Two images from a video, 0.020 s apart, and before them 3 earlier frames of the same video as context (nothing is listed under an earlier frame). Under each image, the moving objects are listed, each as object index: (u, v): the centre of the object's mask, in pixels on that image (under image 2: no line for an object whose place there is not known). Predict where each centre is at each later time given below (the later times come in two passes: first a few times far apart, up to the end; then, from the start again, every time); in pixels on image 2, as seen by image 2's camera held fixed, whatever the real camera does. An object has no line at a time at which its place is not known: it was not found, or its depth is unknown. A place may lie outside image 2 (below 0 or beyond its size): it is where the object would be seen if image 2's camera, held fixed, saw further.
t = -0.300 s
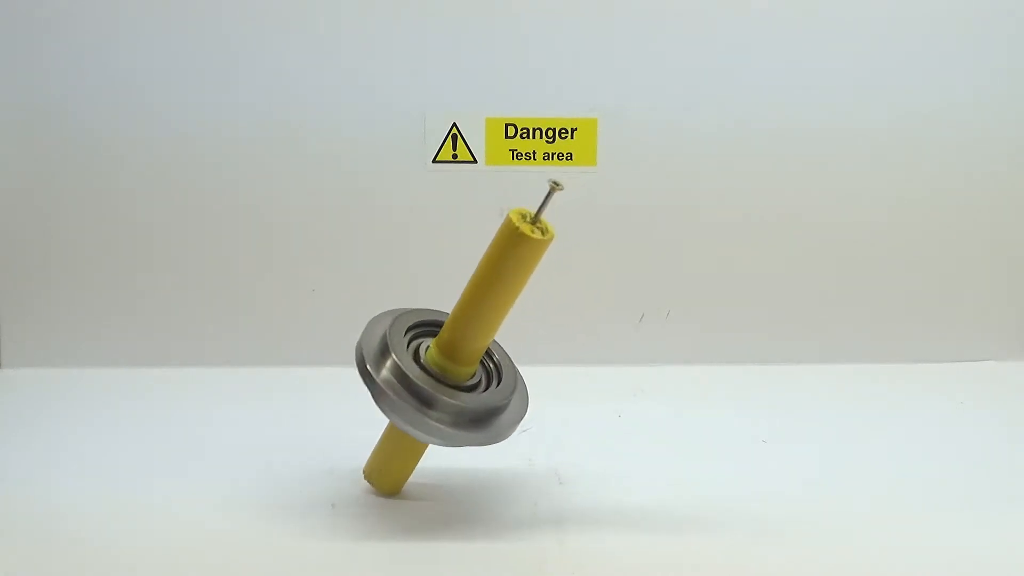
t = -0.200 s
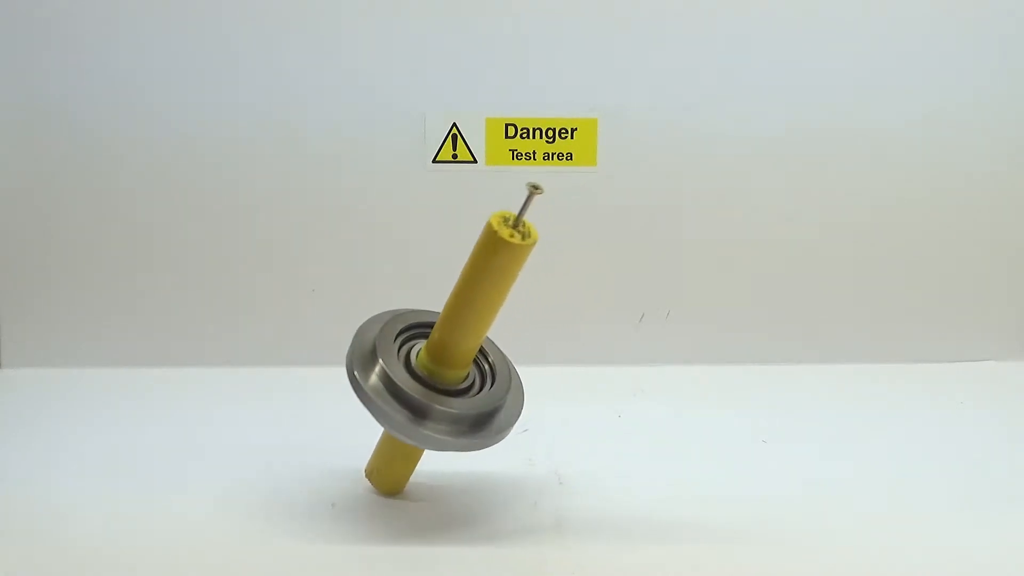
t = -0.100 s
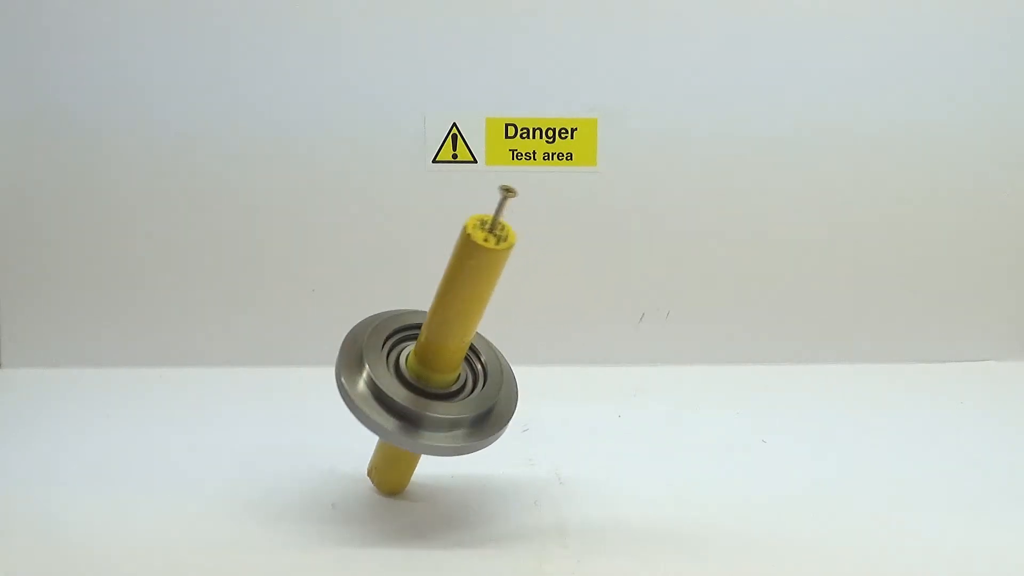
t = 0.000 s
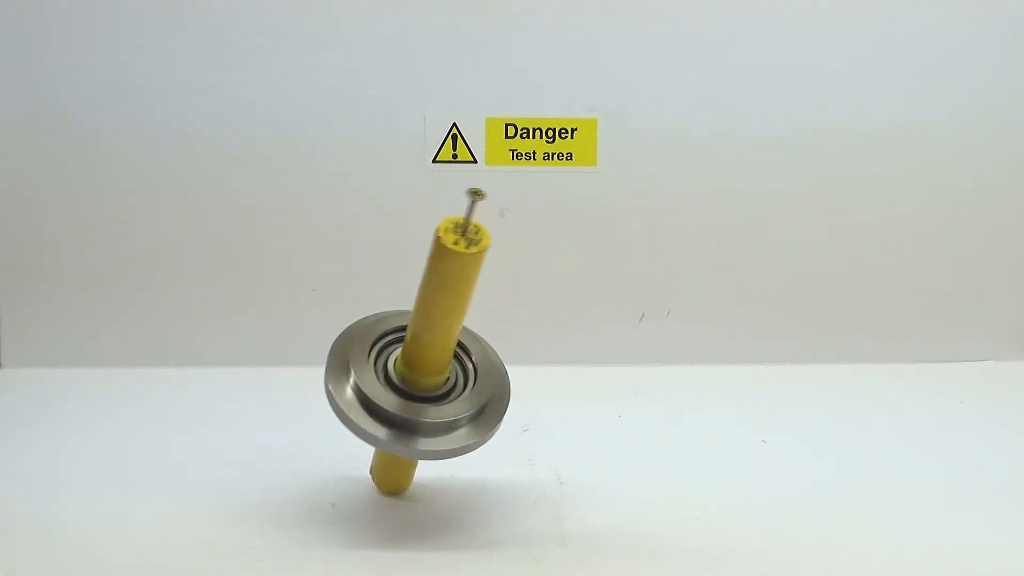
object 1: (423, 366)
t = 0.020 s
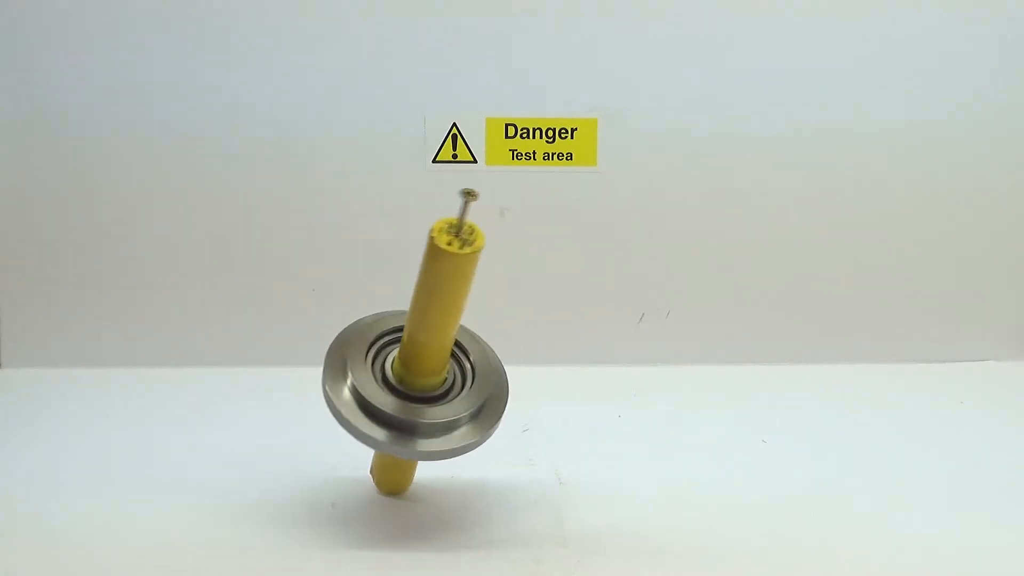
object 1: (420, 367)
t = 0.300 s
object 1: (381, 369)
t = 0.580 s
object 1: (344, 367)
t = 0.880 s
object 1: (317, 361)
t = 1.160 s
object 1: (311, 355)
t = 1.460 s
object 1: (323, 348)
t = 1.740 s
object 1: (347, 345)
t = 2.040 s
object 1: (380, 344)
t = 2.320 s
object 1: (413, 344)
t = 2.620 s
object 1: (447, 346)
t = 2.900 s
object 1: (469, 352)
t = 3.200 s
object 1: (474, 361)
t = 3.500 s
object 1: (455, 369)
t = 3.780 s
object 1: (415, 377)
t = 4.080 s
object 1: (361, 379)
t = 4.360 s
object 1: (318, 373)
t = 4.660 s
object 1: (297, 365)
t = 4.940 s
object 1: (303, 356)
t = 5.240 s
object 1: (330, 350)
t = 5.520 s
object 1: (366, 347)
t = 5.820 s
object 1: (408, 348)
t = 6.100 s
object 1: (446, 350)
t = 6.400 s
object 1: (474, 357)
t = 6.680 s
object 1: (480, 367)
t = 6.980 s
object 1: (457, 378)
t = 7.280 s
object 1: (404, 387)
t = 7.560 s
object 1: (346, 386)
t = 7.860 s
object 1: (299, 377)
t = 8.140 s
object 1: (287, 367)
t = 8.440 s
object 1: (304, 356)
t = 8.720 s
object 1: (341, 352)
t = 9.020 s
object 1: (388, 349)
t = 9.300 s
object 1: (432, 351)
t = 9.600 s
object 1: (471, 357)
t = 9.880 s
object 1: (485, 368)
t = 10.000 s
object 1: (484, 373)
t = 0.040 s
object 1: (417, 367)
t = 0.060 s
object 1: (415, 367)
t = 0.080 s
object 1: (412, 367)
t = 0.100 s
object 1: (410, 368)
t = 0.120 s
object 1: (407, 368)
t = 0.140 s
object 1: (404, 368)
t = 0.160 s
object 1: (402, 368)
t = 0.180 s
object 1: (399, 369)
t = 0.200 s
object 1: (396, 369)
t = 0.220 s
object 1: (393, 369)
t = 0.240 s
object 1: (390, 369)
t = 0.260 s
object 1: (387, 369)
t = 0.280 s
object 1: (384, 369)
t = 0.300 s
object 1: (381, 369)
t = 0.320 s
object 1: (379, 369)
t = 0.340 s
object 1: (376, 369)
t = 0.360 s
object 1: (373, 369)
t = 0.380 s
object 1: (371, 369)
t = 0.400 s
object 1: (368, 369)
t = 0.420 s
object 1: (365, 369)
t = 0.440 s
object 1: (362, 368)
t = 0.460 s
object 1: (359, 368)
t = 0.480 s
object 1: (357, 368)
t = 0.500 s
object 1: (354, 368)
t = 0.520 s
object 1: (352, 368)
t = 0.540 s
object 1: (349, 367)
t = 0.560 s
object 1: (347, 367)
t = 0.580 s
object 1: (344, 367)
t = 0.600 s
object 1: (342, 366)
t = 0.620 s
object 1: (339, 366)
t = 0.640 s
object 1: (337, 366)
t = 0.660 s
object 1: (335, 365)
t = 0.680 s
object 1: (333, 365)
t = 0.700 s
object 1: (331, 365)
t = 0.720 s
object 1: (329, 364)
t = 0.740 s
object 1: (327, 364)
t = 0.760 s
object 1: (325, 364)
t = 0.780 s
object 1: (324, 363)
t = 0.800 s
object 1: (322, 363)
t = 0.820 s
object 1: (321, 362)
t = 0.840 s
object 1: (319, 362)
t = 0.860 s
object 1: (318, 362)
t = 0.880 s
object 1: (317, 361)
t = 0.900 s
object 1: (316, 361)
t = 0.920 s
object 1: (315, 360)
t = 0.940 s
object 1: (314, 360)
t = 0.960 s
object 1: (313, 359)
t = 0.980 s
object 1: (312, 359)
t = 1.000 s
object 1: (312, 358)
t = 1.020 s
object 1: (311, 358)
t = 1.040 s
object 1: (311, 358)
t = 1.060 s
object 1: (311, 357)
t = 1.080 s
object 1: (311, 357)
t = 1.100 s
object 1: (311, 357)
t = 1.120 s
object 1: (311, 356)
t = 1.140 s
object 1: (311, 356)
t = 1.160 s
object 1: (311, 355)
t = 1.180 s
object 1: (311, 355)
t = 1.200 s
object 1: (311, 354)
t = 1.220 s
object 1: (312, 354)
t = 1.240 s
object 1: (312, 353)
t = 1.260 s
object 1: (313, 353)
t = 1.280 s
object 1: (313, 352)
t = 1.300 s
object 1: (314, 352)
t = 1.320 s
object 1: (315, 351)
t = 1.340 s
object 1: (316, 351)
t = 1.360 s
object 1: (317, 350)
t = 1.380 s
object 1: (318, 350)
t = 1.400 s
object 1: (319, 349)
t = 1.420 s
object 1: (320, 349)
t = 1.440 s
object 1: (321, 348)
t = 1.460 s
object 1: (323, 348)
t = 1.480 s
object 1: (324, 348)
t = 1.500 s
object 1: (325, 347)
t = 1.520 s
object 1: (326, 347)
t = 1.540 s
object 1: (328, 347)
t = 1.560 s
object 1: (330, 347)
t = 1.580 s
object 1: (332, 347)
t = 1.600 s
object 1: (333, 346)
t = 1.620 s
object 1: (335, 346)
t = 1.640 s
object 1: (337, 346)
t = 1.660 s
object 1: (339, 346)
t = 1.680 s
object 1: (341, 346)
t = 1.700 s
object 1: (343, 346)
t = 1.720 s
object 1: (345, 345)
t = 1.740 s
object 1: (347, 345)
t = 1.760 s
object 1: (349, 345)
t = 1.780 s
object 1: (351, 345)
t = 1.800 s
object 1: (354, 347)
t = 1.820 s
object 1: (355, 345)
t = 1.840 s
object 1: (358, 345)
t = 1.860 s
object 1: (360, 345)
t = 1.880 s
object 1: (362, 344)
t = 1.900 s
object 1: (364, 344)
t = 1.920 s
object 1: (366, 344)
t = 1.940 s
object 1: (369, 344)
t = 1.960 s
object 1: (371, 344)
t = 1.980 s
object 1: (373, 344)
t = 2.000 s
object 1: (375, 344)
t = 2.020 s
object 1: (378, 344)
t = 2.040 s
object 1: (380, 344)
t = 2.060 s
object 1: (383, 343)
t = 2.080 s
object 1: (385, 343)
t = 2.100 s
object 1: (387, 344)
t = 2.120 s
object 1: (389, 343)
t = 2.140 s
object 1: (392, 343)
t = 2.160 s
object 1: (394, 343)
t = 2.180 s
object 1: (397, 343)
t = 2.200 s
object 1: (399, 344)
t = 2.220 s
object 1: (402, 343)
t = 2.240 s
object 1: (404, 343)
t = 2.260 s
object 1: (406, 344)
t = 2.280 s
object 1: (409, 344)
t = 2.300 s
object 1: (411, 344)
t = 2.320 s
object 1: (413, 344)
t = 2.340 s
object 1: (416, 344)
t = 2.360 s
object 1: (418, 344)
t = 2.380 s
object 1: (421, 344)
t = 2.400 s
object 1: (423, 344)
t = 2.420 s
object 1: (425, 344)
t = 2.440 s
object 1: (428, 345)
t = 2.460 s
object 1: (430, 345)
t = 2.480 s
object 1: (432, 345)
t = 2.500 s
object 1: (434, 345)
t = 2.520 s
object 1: (436, 345)
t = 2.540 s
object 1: (439, 345)
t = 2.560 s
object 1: (441, 345)
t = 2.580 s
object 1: (443, 345)
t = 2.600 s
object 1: (445, 346)
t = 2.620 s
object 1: (447, 346)
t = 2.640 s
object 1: (449, 346)
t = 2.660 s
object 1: (451, 347)
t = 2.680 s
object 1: (453, 347)
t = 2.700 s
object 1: (455, 347)
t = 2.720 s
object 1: (456, 348)
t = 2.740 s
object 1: (458, 348)
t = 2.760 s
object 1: (460, 348)
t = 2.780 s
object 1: (461, 349)
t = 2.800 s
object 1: (463, 349)
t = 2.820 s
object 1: (464, 350)
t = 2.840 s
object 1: (465, 350)
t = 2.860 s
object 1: (466, 351)
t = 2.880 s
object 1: (468, 352)
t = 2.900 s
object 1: (469, 352)
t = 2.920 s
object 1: (470, 353)
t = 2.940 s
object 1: (470, 354)
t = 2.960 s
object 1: (471, 354)
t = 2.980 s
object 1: (472, 355)
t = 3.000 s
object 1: (472, 355)
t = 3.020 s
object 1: (473, 356)
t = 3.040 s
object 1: (473, 357)
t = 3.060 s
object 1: (474, 357)
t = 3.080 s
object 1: (474, 358)
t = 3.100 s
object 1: (474, 358)
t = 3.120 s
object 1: (475, 358)
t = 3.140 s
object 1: (475, 359)
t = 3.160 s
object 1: (475, 360)
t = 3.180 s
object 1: (474, 360)
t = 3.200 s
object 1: (474, 361)
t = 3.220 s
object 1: (474, 361)
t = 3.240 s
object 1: (473, 362)
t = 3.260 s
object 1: (472, 362)
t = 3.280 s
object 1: (472, 363)
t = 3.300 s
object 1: (471, 363)
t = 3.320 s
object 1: (470, 364)
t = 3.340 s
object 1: (469, 364)
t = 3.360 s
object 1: (467, 365)
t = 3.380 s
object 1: (466, 366)
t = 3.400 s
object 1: (464, 366)
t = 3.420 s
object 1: (462, 367)
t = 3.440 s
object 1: (461, 367)
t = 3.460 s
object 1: (459, 368)
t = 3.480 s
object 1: (457, 369)
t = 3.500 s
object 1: (455, 369)
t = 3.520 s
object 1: (453, 370)
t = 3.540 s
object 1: (450, 370)
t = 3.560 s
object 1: (448, 371)
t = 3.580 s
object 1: (445, 372)
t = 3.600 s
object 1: (442, 372)
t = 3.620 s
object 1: (440, 373)
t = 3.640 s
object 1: (437, 373)
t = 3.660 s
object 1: (434, 374)
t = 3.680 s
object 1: (431, 374)
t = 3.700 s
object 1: (428, 375)
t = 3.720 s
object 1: (425, 376)
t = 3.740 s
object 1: (421, 376)
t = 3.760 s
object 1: (418, 377)
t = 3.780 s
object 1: (415, 377)
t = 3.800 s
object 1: (411, 378)
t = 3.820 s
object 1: (408, 378)
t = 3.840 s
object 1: (405, 379)
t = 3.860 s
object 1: (401, 379)
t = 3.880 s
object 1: (398, 379)
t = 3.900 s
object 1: (394, 379)
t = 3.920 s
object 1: (390, 379)
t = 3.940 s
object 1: (387, 379)
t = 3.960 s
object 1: (383, 379)
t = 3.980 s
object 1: (379, 379)
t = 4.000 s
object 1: (376, 379)
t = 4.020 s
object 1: (372, 379)
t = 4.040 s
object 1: (368, 379)
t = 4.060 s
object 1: (365, 379)
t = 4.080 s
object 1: (361, 379)
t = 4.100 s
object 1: (358, 379)
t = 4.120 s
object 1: (355, 378)
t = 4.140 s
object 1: (351, 378)
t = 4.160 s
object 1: (348, 378)
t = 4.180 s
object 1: (345, 377)
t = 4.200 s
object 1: (341, 377)
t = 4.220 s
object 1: (338, 377)
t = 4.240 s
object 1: (335, 376)
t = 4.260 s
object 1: (332, 376)
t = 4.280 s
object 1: (329, 375)
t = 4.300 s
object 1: (326, 375)
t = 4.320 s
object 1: (323, 374)
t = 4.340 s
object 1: (321, 374)
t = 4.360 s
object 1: (318, 373)
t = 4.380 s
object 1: (316, 373)
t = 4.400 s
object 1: (313, 372)
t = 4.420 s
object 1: (311, 371)
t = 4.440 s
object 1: (309, 371)
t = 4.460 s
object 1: (307, 370)
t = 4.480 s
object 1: (306, 370)
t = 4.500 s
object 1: (304, 370)
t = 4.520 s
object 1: (303, 369)
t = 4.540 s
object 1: (302, 368)
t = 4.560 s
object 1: (301, 368)
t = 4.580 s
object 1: (299, 367)
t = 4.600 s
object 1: (299, 366)
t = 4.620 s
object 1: (298, 366)
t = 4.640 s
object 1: (297, 365)
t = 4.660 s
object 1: (297, 365)
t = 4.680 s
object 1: (297, 364)
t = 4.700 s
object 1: (297, 364)
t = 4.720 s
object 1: (296, 363)
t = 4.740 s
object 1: (296, 363)
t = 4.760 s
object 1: (297, 362)
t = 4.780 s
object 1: (297, 361)
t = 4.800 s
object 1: (297, 360)
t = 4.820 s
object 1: (298, 360)
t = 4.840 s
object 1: (298, 359)
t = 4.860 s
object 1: (299, 358)
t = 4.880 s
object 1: (300, 358)
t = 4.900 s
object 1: (301, 357)
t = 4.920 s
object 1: (302, 357)
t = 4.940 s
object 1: (303, 356)
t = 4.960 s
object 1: (304, 355)
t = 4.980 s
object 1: (305, 354)
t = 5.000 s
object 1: (306, 354)
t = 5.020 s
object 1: (308, 353)
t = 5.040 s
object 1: (309, 353)
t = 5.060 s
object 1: (311, 352)
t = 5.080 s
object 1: (313, 352)
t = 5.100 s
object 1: (315, 352)
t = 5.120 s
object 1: (317, 352)
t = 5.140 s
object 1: (319, 352)
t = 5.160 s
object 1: (321, 351)
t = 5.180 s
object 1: (323, 351)
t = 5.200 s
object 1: (326, 351)
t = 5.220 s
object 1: (328, 350)
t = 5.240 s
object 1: (330, 350)
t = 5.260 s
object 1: (332, 350)
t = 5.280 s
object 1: (335, 350)
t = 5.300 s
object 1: (337, 350)
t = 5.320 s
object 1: (340, 349)
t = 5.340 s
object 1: (342, 349)
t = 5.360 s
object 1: (345, 349)
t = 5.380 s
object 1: (348, 349)
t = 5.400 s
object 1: (350, 349)
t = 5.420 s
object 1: (353, 348)
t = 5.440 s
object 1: (356, 348)
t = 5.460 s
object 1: (358, 348)
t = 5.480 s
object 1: (361, 348)
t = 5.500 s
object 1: (364, 347)
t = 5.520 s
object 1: (366, 347)
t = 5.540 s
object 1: (369, 347)
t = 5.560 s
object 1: (372, 347)
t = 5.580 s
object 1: (375, 347)
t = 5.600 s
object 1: (377, 347)
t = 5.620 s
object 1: (380, 347)
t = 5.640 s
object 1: (383, 347)
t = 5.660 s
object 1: (386, 347)
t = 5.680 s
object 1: (389, 347)
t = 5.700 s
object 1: (391, 347)
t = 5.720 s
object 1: (394, 347)
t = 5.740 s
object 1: (397, 347)
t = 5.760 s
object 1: (400, 347)
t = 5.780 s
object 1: (403, 347)
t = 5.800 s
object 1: (406, 347)
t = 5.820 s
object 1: (408, 348)
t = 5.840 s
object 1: (411, 348)
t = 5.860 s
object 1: (414, 348)
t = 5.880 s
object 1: (417, 348)
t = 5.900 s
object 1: (420, 348)
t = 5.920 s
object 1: (423, 348)
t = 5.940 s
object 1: (425, 348)
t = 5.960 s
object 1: (428, 349)
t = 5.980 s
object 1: (431, 349)
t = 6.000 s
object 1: (434, 349)
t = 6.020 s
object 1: (436, 349)
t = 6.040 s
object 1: (439, 349)
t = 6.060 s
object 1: (441, 350)
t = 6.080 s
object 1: (444, 350)
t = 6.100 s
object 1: (446, 350)
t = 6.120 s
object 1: (449, 350)
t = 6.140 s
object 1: (451, 351)
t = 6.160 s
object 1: (453, 351)
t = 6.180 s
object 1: (455, 351)
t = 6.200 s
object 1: (457, 352)
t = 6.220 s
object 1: (460, 352)
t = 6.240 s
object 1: (462, 352)
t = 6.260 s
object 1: (464, 353)
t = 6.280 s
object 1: (466, 353)
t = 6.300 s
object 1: (467, 354)
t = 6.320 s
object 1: (468, 354)
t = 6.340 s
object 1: (470, 355)
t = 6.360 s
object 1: (471, 355)
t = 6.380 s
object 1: (472, 356)
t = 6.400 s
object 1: (474, 357)
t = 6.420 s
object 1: (475, 358)
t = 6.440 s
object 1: (476, 358)
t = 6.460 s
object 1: (477, 359)
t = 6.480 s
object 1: (477, 360)
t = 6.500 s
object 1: (478, 361)
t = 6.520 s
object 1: (479, 362)
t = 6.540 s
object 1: (479, 362)
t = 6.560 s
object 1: (479, 363)
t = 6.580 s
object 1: (480, 364)
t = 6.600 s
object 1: (480, 364)
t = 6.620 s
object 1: (480, 365)
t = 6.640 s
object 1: (480, 366)
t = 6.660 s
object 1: (480, 367)
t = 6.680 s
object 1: (480, 367)
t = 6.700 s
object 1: (479, 368)
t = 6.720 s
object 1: (479, 369)
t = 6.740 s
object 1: (478, 369)
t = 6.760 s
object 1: (477, 370)
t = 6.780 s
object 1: (476, 370)
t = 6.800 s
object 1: (475, 371)
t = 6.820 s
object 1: (474, 372)
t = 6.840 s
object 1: (472, 373)
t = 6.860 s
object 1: (470, 373)
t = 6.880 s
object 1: (468, 374)
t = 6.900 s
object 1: (466, 375)
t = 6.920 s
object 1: (465, 376)
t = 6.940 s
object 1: (462, 376)
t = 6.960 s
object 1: (460, 377)
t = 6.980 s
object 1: (457, 378)
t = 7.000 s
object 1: (454, 378)
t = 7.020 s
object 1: (451, 379)
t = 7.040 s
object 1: (448, 380)
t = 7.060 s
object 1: (445, 381)
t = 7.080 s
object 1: (442, 381)
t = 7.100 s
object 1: (438, 382)
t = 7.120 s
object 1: (435, 383)
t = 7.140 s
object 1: (431, 384)
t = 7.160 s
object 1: (428, 384)
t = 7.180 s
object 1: (424, 385)
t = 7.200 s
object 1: (420, 386)
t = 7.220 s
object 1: (416, 386)
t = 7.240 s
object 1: (412, 386)
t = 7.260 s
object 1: (408, 386)
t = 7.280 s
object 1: (404, 387)
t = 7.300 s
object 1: (400, 387)
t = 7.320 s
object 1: (396, 387)
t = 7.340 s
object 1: (392, 387)
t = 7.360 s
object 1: (388, 388)
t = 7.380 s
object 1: (383, 388)
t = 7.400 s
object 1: (379, 388)
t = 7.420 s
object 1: (375, 388)
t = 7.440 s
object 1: (371, 387)
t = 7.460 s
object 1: (367, 387)
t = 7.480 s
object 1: (363, 387)
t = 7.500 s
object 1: (359, 387)
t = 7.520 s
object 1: (354, 386)
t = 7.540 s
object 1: (350, 386)
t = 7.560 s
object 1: (346, 386)
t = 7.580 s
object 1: (342, 386)
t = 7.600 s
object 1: (338, 386)
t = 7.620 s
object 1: (335, 385)
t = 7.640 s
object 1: (331, 385)
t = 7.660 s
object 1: (328, 384)
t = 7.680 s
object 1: (324, 383)
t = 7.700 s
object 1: (321, 383)
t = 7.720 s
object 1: (317, 382)
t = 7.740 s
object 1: (314, 381)
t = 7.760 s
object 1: (311, 380)
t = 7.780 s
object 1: (309, 380)
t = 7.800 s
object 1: (306, 379)
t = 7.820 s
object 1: (303, 378)
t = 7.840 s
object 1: (301, 377)
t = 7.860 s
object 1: (299, 377)
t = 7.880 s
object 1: (297, 376)
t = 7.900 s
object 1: (295, 376)
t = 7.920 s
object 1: (294, 375)
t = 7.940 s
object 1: (292, 374)
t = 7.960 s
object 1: (291, 373)
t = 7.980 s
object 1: (289, 372)
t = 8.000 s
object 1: (289, 372)
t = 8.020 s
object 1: (288, 371)
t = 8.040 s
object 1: (287, 370)
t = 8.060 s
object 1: (287, 370)
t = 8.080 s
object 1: (287, 369)
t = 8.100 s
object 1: (286, 368)
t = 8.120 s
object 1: (286, 368)
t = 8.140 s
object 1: (287, 367)
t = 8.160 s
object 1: (287, 366)
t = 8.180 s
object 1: (287, 365)
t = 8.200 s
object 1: (287, 364)
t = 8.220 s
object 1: (288, 364)
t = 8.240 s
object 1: (289, 363)
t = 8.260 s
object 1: (290, 362)
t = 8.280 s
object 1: (291, 361)
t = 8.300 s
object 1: (292, 361)
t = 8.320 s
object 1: (294, 360)
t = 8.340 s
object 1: (295, 359)
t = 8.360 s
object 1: (297, 359)
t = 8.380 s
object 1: (298, 358)
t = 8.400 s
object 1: (300, 357)
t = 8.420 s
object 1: (302, 357)
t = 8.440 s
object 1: (304, 356)
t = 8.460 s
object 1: (306, 356)
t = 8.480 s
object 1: (309, 356)
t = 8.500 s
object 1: (311, 355)
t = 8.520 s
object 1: (314, 355)
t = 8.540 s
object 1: (316, 355)
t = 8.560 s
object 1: (319, 354)
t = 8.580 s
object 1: (321, 354)
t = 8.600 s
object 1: (324, 354)
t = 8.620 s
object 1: (327, 354)
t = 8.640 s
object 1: (330, 353)
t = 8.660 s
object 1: (333, 353)
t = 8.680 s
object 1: (336, 353)
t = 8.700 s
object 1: (338, 352)
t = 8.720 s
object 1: (341, 352)
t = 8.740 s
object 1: (344, 352)
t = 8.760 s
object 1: (348, 351)
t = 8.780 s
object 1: (351, 351)
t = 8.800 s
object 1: (354, 351)
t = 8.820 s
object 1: (357, 351)
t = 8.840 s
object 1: (360, 350)
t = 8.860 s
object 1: (363, 350)
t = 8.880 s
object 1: (366, 350)
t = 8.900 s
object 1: (369, 350)
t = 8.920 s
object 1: (373, 350)
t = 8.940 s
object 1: (376, 349)
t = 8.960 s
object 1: (379, 349)
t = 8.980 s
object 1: (382, 350)
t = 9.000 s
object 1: (385, 349)
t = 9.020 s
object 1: (388, 349)
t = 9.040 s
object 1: (392, 350)
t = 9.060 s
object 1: (395, 349)
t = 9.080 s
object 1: (398, 350)
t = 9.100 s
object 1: (401, 350)
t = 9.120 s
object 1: (404, 350)
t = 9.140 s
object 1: (407, 350)
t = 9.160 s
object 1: (410, 350)
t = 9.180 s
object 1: (414, 350)
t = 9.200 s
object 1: (417, 350)
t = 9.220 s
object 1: (420, 350)
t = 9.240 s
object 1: (423, 351)
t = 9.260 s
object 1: (426, 351)
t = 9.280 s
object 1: (429, 351)
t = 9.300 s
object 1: (432, 351)
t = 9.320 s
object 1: (435, 352)
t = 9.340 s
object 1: (438, 352)
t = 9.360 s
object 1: (441, 352)
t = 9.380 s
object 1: (444, 353)
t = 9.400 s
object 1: (447, 353)
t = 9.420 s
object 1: (450, 353)
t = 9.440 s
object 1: (452, 354)
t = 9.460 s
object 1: (455, 354)
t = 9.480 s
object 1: (457, 354)
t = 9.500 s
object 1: (460, 355)
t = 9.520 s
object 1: (462, 355)
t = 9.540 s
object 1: (464, 355)
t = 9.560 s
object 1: (467, 356)
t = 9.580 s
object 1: (469, 356)
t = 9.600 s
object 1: (471, 357)
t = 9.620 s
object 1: (473, 358)
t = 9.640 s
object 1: (474, 358)
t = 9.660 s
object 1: (476, 359)
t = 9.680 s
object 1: (477, 360)
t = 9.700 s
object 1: (479, 361)
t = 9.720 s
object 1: (480, 362)
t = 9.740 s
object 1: (481, 362)
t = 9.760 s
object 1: (482, 363)
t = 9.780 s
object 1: (483, 364)
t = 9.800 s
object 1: (484, 365)
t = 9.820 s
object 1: (484, 366)
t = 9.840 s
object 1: (485, 367)
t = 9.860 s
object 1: (485, 368)
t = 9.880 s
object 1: (485, 368)
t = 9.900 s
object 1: (486, 369)
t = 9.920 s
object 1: (486, 370)
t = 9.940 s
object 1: (485, 371)
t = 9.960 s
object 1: (485, 371)
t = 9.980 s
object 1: (485, 372)
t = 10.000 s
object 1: (484, 373)
